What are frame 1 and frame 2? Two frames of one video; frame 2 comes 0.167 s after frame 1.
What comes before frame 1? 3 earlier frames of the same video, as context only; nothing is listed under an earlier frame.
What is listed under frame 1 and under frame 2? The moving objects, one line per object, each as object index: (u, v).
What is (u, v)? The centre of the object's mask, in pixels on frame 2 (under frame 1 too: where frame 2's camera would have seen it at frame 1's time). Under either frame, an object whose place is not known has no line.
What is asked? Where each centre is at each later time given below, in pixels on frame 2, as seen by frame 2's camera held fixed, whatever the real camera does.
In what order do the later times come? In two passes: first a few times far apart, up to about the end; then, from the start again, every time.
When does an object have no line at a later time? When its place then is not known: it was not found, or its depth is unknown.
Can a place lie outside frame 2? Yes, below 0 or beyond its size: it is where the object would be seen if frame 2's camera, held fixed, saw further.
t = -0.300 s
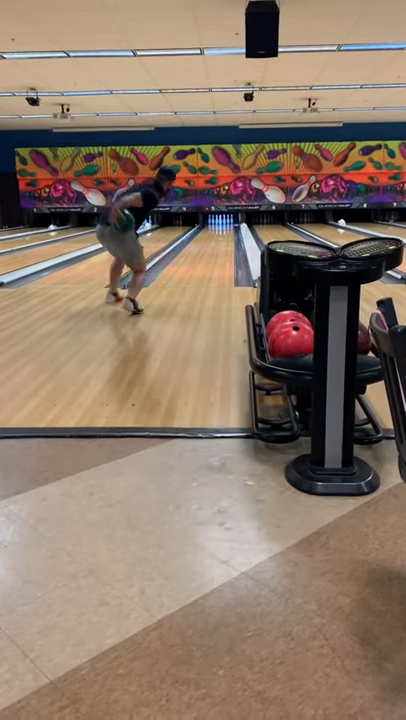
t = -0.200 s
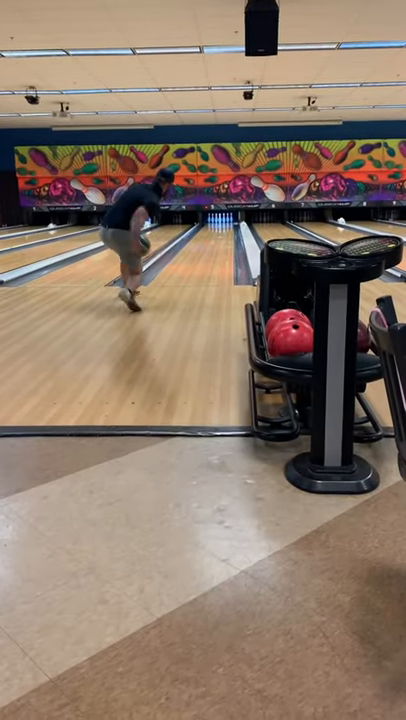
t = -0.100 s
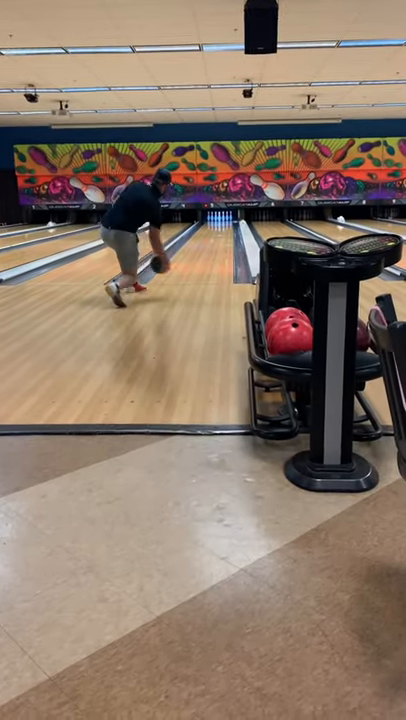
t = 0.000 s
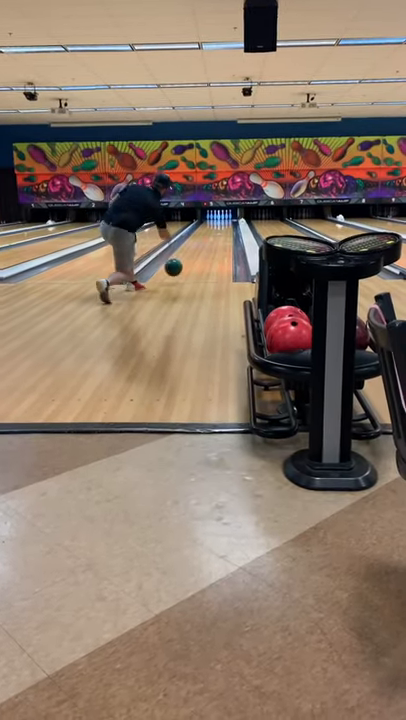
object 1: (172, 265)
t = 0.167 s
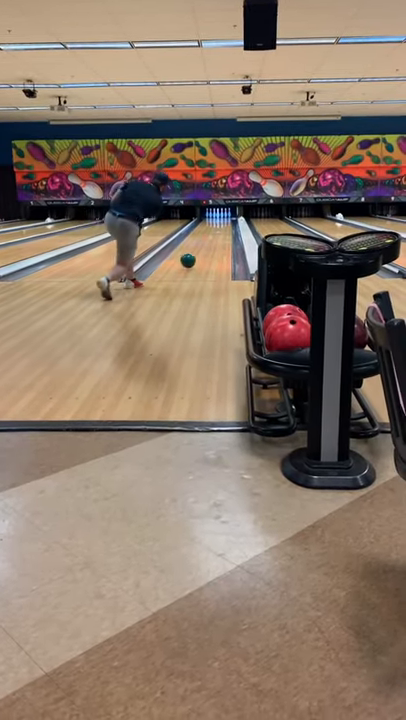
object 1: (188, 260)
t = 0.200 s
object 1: (190, 260)
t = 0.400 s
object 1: (202, 249)
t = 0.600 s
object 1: (211, 242)
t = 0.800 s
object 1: (217, 236)
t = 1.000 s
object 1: (222, 232)
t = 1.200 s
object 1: (226, 228)
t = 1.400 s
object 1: (229, 225)
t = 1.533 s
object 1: (230, 223)
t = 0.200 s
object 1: (190, 260)
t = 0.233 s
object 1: (192, 258)
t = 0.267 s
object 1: (195, 256)
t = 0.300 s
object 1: (197, 254)
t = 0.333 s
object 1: (199, 253)
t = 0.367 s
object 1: (200, 251)
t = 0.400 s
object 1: (202, 249)
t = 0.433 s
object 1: (204, 248)
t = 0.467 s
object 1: (206, 247)
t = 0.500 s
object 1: (207, 246)
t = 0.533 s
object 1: (208, 245)
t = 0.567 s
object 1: (210, 243)
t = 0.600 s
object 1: (211, 242)
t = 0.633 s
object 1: (212, 242)
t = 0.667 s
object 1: (213, 240)
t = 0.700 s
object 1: (214, 239)
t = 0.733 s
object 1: (215, 238)
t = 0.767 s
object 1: (216, 237)
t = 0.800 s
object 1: (217, 236)
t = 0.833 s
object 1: (218, 236)
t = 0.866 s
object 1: (219, 235)
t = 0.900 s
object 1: (220, 235)
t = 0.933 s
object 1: (221, 234)
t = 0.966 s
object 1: (222, 233)
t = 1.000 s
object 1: (222, 232)
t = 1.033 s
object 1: (223, 231)
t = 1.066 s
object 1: (224, 231)
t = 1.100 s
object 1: (224, 230)
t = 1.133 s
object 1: (225, 230)
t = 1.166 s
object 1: (225, 229)
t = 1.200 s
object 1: (226, 228)
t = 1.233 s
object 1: (227, 228)
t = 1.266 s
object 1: (227, 227)
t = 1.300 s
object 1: (227, 227)
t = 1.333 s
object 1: (228, 227)
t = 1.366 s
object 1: (229, 225)
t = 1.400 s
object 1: (229, 225)
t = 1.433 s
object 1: (229, 225)
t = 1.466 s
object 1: (229, 224)
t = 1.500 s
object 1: (230, 223)
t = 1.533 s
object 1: (230, 223)
